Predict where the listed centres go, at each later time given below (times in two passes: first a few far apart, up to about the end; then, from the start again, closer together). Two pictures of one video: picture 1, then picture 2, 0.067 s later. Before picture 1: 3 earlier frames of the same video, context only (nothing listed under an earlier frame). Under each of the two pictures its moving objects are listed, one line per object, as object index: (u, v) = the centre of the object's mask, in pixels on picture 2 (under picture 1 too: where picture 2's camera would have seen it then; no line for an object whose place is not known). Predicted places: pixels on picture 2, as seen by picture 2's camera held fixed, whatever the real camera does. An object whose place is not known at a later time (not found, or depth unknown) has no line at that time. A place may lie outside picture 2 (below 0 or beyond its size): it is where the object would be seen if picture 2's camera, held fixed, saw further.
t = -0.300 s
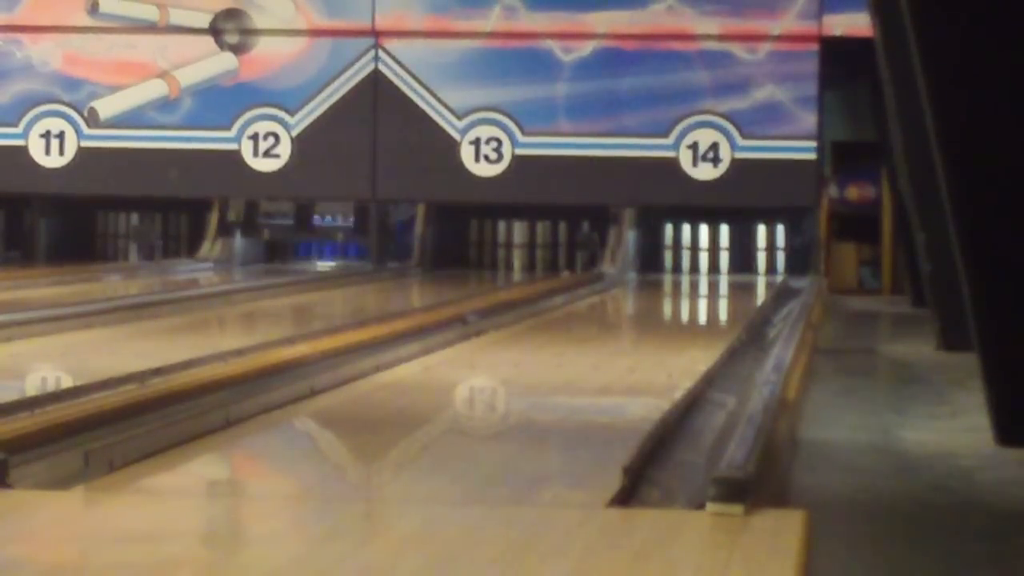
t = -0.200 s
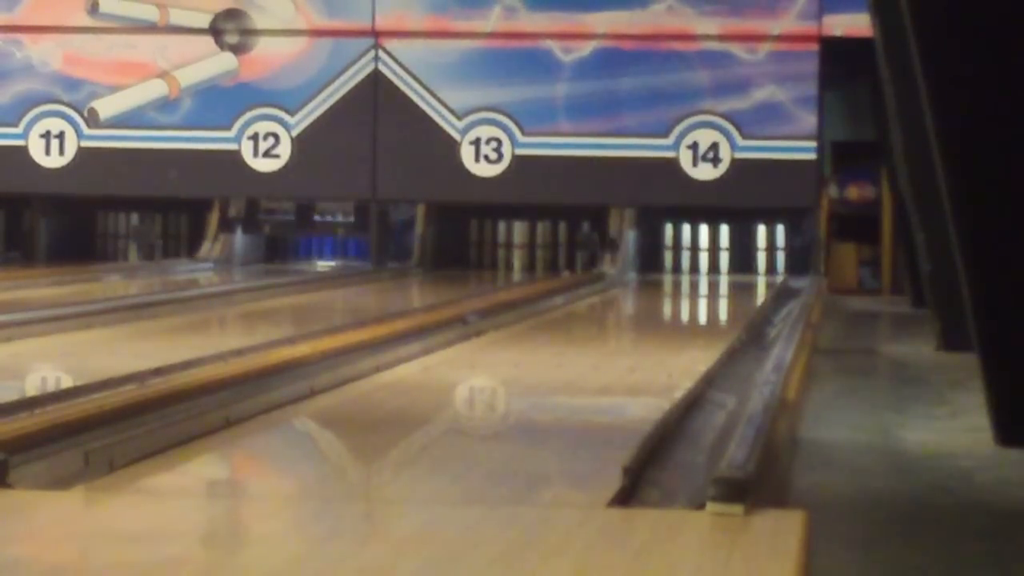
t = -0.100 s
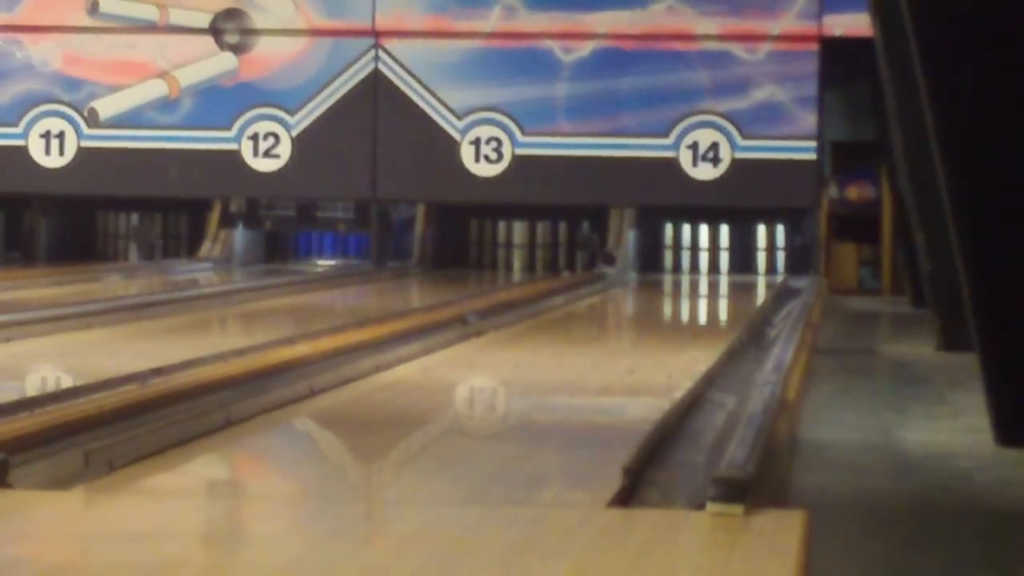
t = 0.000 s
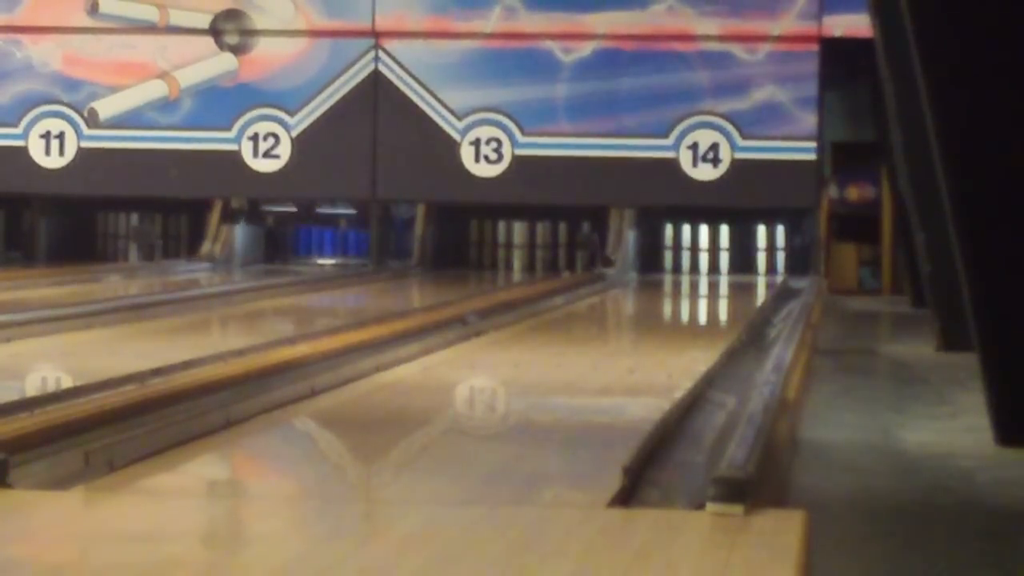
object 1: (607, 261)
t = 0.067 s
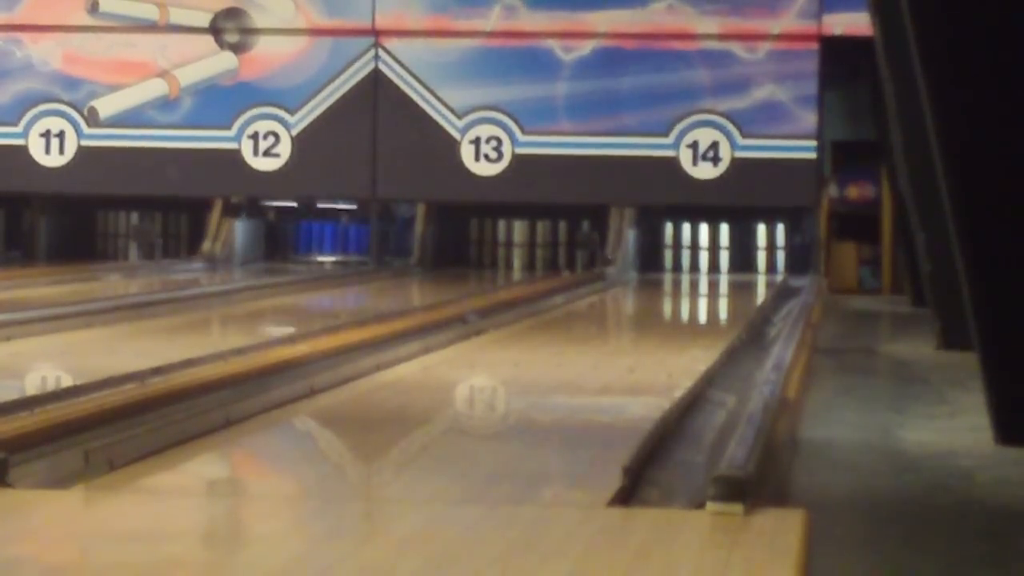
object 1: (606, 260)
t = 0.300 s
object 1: (596, 262)
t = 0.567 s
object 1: (589, 265)
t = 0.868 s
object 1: (578, 266)
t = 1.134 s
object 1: (568, 271)
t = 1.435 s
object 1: (552, 274)
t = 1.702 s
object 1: (539, 277)
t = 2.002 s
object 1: (524, 281)
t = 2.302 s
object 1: (507, 286)
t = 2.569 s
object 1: (489, 290)
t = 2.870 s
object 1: (468, 294)
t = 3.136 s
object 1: (448, 300)
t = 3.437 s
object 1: (422, 305)
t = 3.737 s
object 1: (393, 311)
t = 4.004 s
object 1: (365, 319)
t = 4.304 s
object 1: (328, 328)
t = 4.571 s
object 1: (290, 336)
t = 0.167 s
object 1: (601, 261)
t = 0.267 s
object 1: (598, 262)
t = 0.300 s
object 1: (596, 262)
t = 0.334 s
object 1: (592, 262)
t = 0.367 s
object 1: (592, 263)
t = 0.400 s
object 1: (591, 263)
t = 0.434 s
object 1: (592, 265)
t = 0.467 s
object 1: (591, 265)
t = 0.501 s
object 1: (590, 266)
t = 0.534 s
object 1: (590, 265)
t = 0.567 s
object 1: (589, 265)
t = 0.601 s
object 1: (589, 265)
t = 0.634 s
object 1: (587, 266)
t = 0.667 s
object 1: (585, 267)
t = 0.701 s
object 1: (584, 267)
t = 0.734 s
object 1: (582, 267)
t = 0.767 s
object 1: (580, 265)
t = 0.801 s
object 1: (580, 265)
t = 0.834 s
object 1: (579, 266)
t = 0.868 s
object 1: (578, 266)
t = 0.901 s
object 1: (577, 267)
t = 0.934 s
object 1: (575, 268)
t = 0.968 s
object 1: (573, 268)
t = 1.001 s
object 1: (570, 269)
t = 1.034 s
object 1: (570, 270)
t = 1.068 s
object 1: (569, 269)
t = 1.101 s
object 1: (568, 270)
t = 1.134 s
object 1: (568, 271)
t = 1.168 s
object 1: (566, 272)
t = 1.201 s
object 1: (563, 271)
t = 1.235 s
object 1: (561, 272)
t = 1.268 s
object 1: (560, 272)
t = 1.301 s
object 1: (559, 272)
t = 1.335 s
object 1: (558, 272)
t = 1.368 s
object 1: (554, 272)
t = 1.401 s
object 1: (553, 273)
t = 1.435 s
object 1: (552, 274)
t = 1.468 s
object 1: (550, 274)
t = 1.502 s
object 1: (549, 275)
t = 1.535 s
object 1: (547, 275)
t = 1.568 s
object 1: (545, 275)
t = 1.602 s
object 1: (545, 275)
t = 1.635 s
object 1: (544, 276)
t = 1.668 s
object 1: (541, 277)
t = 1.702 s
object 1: (539, 277)
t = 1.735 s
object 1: (537, 276)
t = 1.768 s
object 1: (535, 277)
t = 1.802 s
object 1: (535, 277)
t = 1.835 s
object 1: (533, 278)
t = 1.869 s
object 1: (530, 278)
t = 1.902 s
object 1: (530, 278)
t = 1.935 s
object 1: (529, 278)
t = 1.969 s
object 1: (527, 280)
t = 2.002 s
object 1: (524, 281)
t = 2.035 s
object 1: (522, 282)
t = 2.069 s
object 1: (520, 281)
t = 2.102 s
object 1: (519, 281)
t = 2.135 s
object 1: (516, 281)
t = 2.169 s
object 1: (515, 282)
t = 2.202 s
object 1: (512, 283)
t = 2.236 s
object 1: (510, 284)
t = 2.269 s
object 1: (509, 285)
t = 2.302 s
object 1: (507, 286)
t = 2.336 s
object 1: (504, 287)
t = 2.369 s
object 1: (502, 287)
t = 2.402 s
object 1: (500, 286)
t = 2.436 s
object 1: (498, 287)
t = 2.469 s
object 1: (496, 287)
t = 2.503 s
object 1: (494, 290)
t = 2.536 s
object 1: (492, 289)
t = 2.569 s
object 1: (489, 290)
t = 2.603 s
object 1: (487, 290)
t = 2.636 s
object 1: (485, 290)
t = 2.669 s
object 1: (482, 291)
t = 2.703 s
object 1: (479, 292)
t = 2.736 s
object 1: (477, 292)
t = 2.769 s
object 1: (475, 293)
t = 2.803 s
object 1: (472, 293)
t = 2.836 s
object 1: (470, 293)
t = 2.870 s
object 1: (468, 294)
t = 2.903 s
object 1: (465, 295)
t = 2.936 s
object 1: (463, 296)
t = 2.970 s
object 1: (461, 297)
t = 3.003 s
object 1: (459, 297)
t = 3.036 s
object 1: (457, 297)
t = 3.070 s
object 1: (454, 299)
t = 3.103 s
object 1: (451, 299)
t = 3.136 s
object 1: (448, 300)
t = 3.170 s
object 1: (446, 301)
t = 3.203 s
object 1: (443, 301)
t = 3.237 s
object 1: (440, 302)
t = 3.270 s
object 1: (437, 302)
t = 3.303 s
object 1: (434, 302)
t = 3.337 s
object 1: (431, 304)
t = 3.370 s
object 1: (428, 304)
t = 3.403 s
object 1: (425, 305)
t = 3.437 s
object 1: (422, 305)
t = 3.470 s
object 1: (419, 306)
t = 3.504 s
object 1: (416, 307)
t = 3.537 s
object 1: (413, 308)
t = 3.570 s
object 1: (409, 307)
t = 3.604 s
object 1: (406, 308)
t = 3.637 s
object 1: (403, 308)
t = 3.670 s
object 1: (400, 309)
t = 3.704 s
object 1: (397, 310)
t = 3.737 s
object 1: (393, 311)
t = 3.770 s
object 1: (391, 312)
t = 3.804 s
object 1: (387, 314)
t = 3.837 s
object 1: (382, 314)
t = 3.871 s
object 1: (379, 316)
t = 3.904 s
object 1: (376, 317)
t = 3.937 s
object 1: (372, 317)
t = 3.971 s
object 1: (369, 318)
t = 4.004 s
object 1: (365, 319)
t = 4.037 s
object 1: (361, 320)
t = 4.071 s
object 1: (357, 321)
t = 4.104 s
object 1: (354, 322)
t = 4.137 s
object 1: (350, 323)
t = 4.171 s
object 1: (345, 324)
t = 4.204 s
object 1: (341, 325)
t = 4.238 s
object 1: (337, 326)
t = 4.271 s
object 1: (333, 327)
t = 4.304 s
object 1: (328, 328)
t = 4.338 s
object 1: (324, 330)
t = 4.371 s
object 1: (320, 331)
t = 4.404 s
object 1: (315, 331)
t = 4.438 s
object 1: (310, 333)
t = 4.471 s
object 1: (305, 333)
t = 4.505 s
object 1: (300, 334)
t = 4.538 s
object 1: (295, 335)
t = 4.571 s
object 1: (290, 336)
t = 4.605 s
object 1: (286, 338)
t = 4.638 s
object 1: (281, 338)
